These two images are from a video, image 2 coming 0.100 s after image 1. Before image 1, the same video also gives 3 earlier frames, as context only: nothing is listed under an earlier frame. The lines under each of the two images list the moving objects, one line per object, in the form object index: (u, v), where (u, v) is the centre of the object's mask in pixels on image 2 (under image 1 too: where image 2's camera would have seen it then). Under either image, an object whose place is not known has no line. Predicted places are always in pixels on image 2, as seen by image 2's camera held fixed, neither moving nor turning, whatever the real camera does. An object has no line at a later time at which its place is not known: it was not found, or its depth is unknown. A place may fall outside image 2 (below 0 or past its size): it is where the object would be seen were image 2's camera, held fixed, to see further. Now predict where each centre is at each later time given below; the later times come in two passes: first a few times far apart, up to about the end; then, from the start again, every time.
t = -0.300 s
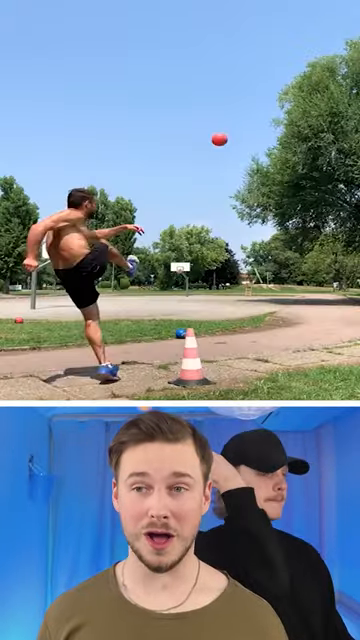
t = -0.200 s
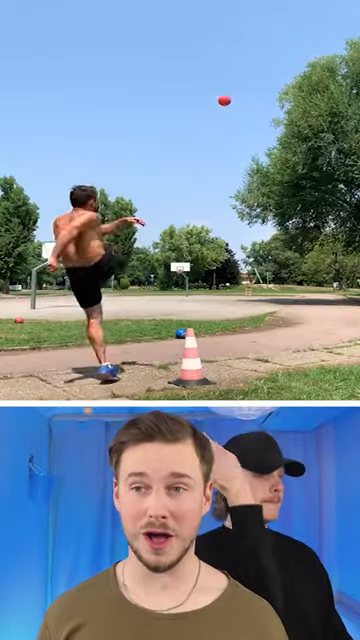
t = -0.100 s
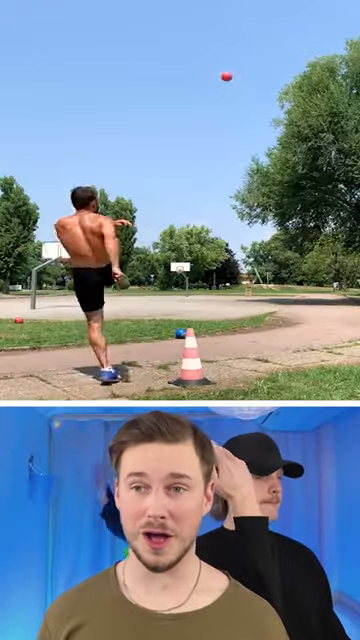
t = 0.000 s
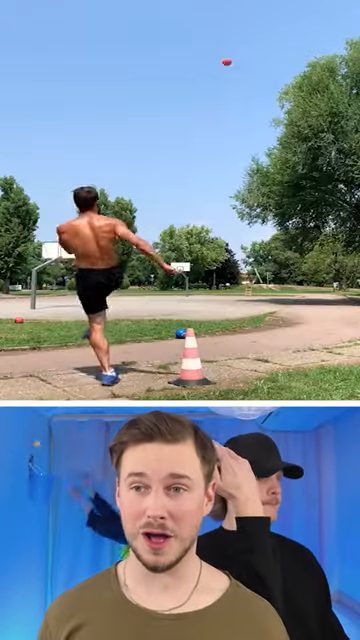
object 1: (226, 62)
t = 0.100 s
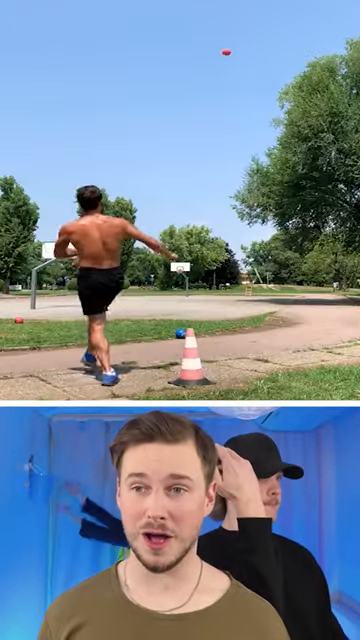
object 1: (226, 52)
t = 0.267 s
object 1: (224, 44)
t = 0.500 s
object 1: (221, 43)
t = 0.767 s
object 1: (216, 50)
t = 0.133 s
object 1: (226, 49)
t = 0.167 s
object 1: (225, 48)
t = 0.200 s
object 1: (225, 46)
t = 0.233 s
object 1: (225, 45)
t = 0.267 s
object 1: (224, 44)
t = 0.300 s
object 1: (224, 43)
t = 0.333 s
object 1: (224, 42)
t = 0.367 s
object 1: (223, 42)
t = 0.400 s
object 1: (223, 42)
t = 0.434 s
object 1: (222, 42)
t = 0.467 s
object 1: (222, 42)
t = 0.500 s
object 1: (221, 43)
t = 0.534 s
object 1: (220, 43)
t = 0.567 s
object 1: (220, 44)
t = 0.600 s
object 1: (219, 44)
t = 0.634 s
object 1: (219, 45)
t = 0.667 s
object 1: (218, 46)
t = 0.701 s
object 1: (217, 48)
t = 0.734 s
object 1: (217, 49)
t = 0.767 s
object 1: (216, 50)
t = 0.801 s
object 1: (215, 51)
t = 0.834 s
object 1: (215, 53)
